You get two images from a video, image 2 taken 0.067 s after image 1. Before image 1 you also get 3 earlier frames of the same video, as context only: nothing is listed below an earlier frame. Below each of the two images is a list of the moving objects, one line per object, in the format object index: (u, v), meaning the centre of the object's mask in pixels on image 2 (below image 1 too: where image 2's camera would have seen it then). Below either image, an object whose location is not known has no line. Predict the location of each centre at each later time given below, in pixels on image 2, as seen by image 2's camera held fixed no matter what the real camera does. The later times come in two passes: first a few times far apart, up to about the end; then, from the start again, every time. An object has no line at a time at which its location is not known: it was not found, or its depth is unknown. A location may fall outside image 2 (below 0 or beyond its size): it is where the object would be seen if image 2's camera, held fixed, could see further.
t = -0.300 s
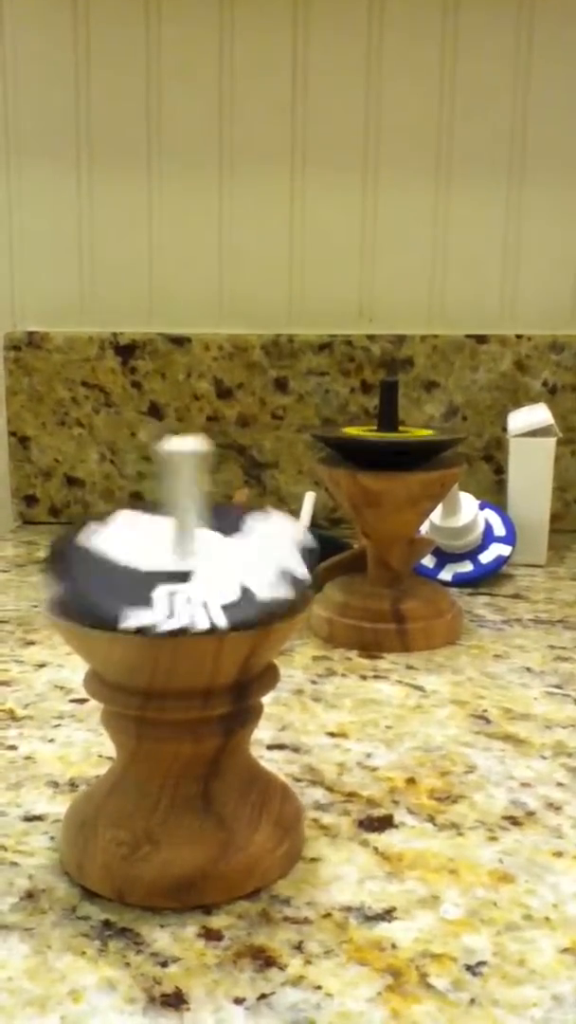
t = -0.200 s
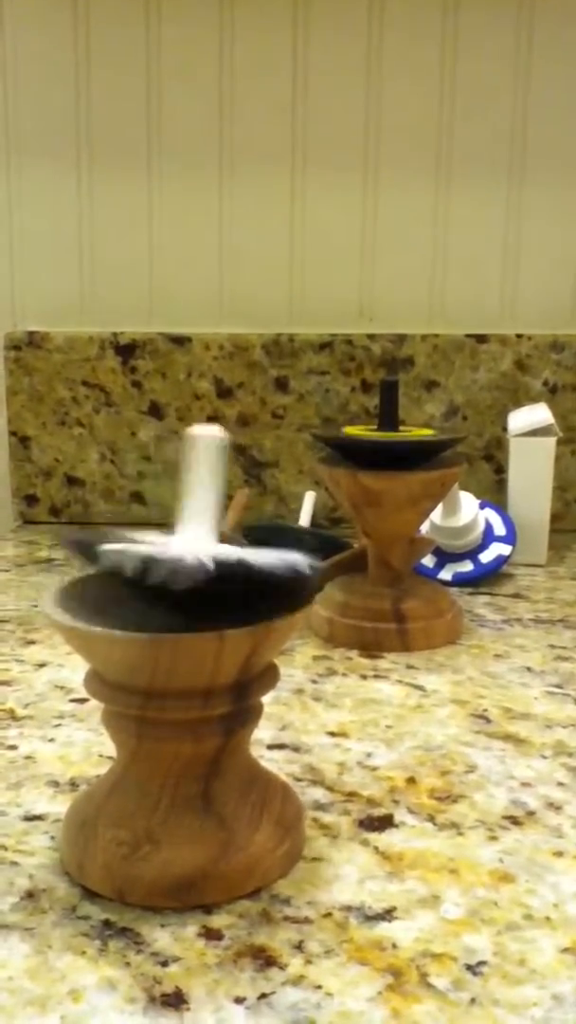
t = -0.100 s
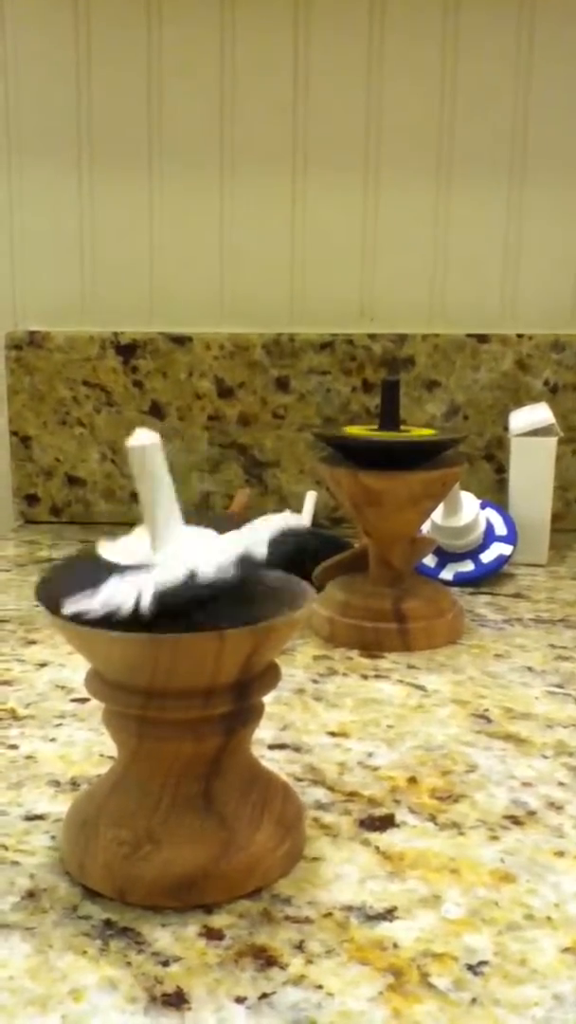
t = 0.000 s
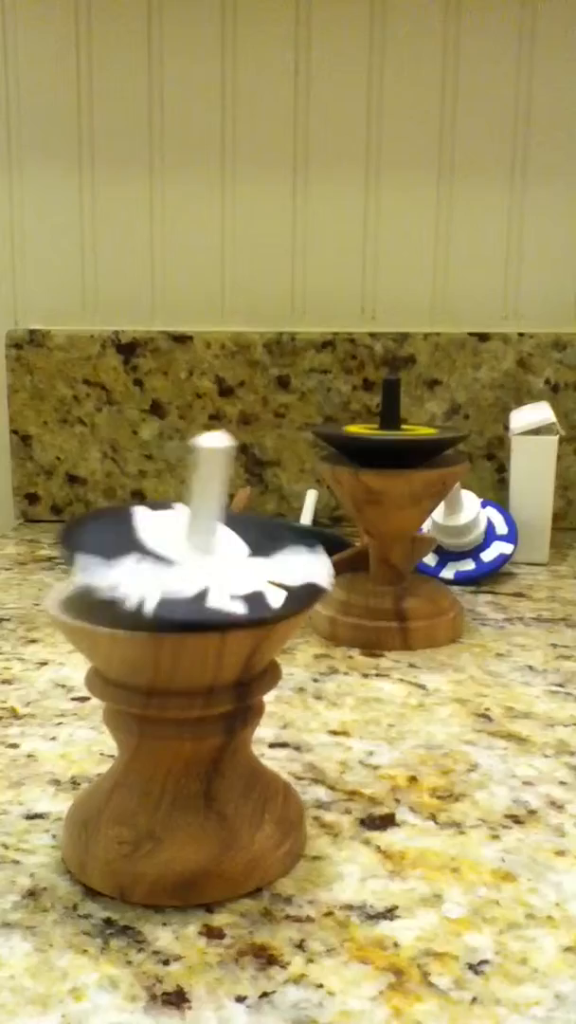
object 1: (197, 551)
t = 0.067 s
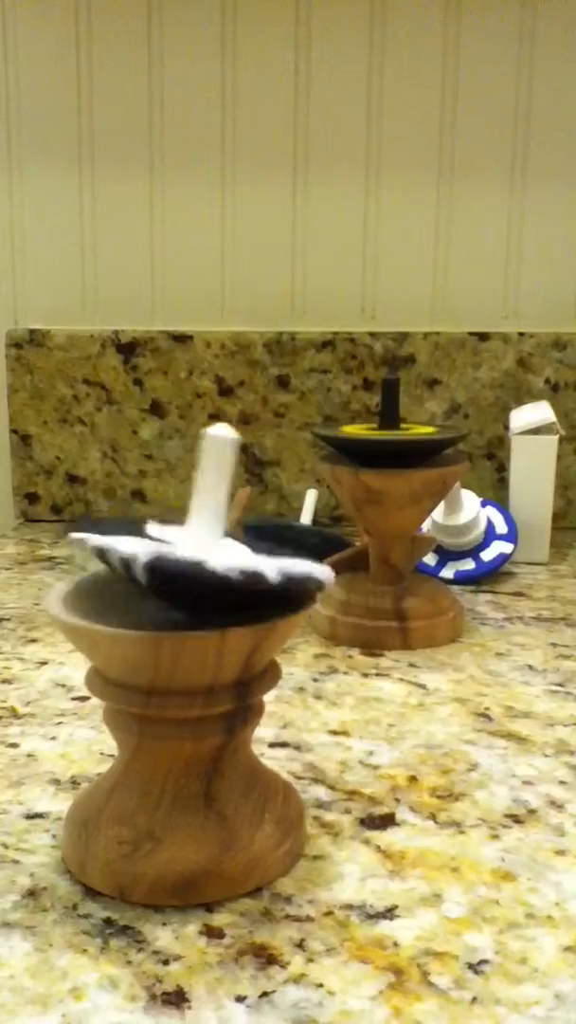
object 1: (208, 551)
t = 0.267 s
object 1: (177, 551)
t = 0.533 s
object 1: (186, 543)
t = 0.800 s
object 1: (195, 548)
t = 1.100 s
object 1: (195, 546)
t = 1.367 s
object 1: (171, 544)
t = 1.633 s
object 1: (200, 545)
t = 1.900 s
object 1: (185, 547)
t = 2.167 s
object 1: (177, 524)
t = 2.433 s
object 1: (172, 544)
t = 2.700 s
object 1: (193, 547)
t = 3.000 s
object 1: (176, 536)
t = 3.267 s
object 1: (171, 542)
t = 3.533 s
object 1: (187, 548)
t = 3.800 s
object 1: (175, 542)
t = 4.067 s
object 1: (172, 540)
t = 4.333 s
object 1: (185, 546)
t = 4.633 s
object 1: (176, 542)
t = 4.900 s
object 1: (176, 543)
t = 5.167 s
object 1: (183, 546)
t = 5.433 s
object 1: (177, 543)
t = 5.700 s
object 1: (179, 544)
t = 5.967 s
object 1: (181, 545)
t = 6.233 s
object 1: (178, 543)
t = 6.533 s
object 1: (179, 544)
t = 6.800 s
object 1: (178, 544)
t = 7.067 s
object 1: (178, 544)
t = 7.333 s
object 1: (178, 544)
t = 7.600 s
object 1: (178, 544)
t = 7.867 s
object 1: (178, 544)
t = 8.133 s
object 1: (178, 544)
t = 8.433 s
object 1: (178, 544)
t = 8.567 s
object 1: (178, 545)
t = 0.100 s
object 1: (207, 550)
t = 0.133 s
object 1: (195, 546)
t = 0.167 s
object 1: (180, 553)
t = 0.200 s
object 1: (162, 547)
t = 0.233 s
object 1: (164, 548)
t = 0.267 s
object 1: (177, 551)
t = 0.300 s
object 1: (186, 551)
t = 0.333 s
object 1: (194, 550)
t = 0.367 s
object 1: (203, 548)
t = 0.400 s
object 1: (204, 545)
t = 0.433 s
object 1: (202, 545)
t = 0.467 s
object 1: (196, 542)
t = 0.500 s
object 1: (192, 544)
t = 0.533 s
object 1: (186, 543)
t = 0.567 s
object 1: (178, 545)
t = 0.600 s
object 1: (169, 526)
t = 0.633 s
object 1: (163, 546)
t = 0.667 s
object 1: (171, 545)
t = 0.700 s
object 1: (177, 547)
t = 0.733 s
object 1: (184, 548)
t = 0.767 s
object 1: (189, 547)
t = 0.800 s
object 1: (195, 548)
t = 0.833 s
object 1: (198, 547)
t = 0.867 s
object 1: (200, 547)
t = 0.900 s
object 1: (199, 546)
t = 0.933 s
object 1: (207, 526)
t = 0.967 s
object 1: (209, 524)
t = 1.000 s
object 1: (212, 521)
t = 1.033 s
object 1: (213, 520)
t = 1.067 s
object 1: (214, 520)
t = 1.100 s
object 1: (195, 546)
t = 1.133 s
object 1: (190, 545)
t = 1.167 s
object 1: (189, 547)
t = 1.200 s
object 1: (193, 517)
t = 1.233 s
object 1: (180, 517)
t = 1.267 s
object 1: (171, 521)
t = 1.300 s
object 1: (170, 524)
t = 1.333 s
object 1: (171, 531)
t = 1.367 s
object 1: (171, 544)
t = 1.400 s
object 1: (175, 546)
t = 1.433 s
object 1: (181, 546)
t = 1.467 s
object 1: (186, 548)
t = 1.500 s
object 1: (191, 548)
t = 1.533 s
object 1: (196, 547)
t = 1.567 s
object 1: (199, 546)
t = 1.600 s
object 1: (198, 547)
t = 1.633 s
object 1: (200, 545)
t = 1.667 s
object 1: (200, 545)
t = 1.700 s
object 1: (198, 546)
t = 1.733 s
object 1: (199, 545)
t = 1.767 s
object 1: (198, 546)
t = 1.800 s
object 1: (195, 547)
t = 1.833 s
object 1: (192, 549)
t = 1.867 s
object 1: (188, 549)
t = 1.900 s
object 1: (185, 547)
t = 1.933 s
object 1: (178, 545)
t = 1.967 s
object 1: (175, 543)
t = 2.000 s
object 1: (174, 533)
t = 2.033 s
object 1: (174, 530)
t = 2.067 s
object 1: (175, 527)
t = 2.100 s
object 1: (175, 525)
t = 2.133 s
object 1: (176, 523)
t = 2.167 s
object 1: (177, 524)
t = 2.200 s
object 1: (177, 523)
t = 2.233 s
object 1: (176, 523)
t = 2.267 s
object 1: (175, 526)
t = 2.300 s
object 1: (172, 526)
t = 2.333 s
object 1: (171, 529)
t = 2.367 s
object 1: (172, 532)
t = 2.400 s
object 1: (171, 536)
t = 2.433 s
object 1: (172, 544)
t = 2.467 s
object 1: (175, 546)
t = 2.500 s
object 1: (180, 546)
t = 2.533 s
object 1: (183, 547)
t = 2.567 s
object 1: (186, 547)
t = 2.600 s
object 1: (189, 548)
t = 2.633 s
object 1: (193, 548)
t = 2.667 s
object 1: (192, 547)
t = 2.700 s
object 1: (193, 547)
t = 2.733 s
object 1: (193, 547)
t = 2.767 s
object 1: (191, 548)
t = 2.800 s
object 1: (190, 548)
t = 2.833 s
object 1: (188, 548)
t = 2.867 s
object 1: (185, 547)
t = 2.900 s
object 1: (180, 545)
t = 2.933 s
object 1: (177, 544)
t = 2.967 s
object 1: (175, 542)
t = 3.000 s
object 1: (176, 536)
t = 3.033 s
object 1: (174, 534)
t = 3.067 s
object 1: (174, 532)
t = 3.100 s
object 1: (174, 531)
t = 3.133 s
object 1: (173, 531)
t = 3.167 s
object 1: (173, 532)
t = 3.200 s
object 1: (172, 533)
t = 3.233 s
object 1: (173, 535)
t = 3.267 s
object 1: (171, 542)
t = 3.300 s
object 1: (173, 543)
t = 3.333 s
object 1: (175, 545)
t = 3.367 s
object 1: (177, 545)
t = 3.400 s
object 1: (181, 546)
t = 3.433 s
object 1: (185, 547)
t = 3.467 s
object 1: (186, 547)
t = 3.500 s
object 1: (187, 548)
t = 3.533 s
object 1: (187, 548)
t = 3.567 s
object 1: (188, 548)
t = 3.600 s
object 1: (188, 548)
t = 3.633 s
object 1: (187, 548)
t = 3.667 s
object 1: (184, 547)
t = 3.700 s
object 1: (182, 546)
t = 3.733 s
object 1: (180, 545)
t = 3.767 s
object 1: (178, 544)
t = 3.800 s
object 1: (175, 542)
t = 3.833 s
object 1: (174, 540)
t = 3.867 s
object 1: (173, 539)
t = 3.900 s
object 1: (172, 538)
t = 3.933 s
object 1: (172, 537)
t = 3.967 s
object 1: (172, 537)
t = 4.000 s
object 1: (171, 538)
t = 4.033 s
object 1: (171, 539)
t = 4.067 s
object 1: (172, 540)
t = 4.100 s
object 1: (173, 542)
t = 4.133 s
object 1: (174, 543)
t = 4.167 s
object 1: (176, 544)
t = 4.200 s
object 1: (179, 545)
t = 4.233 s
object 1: (181, 545)
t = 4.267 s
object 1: (183, 546)
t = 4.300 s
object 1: (184, 547)
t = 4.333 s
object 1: (185, 546)
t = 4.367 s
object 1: (186, 547)
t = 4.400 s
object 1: (186, 547)
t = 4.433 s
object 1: (185, 547)
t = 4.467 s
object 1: (183, 547)
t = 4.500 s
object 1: (182, 546)
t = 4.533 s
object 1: (180, 545)
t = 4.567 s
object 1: (179, 544)
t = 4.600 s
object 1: (177, 543)
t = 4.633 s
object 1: (176, 542)
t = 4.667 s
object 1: (175, 541)
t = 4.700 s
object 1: (174, 541)
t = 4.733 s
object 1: (174, 540)
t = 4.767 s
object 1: (174, 540)
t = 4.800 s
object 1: (174, 541)
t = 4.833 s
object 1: (174, 542)
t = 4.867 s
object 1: (174, 543)
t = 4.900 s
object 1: (176, 543)
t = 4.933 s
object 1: (177, 544)
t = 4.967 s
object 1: (177, 544)
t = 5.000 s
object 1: (179, 545)
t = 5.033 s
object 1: (180, 545)
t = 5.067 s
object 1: (182, 546)
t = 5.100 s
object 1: (182, 546)
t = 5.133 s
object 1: (183, 546)
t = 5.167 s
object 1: (183, 546)
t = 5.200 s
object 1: (183, 546)
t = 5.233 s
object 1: (182, 546)
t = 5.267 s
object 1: (181, 546)
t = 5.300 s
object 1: (180, 545)
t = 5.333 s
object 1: (180, 545)
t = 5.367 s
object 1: (178, 544)
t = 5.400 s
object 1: (178, 544)
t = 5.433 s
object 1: (177, 543)
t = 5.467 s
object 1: (176, 543)
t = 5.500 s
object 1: (176, 543)
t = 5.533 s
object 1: (176, 543)
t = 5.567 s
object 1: (176, 543)
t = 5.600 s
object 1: (176, 543)
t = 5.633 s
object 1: (177, 543)
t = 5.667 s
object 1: (178, 544)
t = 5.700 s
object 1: (179, 544)
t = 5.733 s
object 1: (179, 544)
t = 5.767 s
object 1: (180, 545)
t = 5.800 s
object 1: (180, 545)
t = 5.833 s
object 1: (181, 545)
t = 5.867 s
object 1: (181, 545)
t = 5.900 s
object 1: (181, 545)
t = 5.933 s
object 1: (181, 545)
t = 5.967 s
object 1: (181, 545)
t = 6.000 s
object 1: (181, 544)
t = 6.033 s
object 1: (181, 543)
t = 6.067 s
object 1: (181, 544)
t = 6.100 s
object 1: (180, 544)
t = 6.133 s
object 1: (179, 543)
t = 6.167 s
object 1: (179, 543)
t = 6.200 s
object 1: (179, 543)
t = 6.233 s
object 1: (178, 543)
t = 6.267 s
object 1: (178, 544)
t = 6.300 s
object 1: (178, 544)
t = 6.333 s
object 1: (179, 544)
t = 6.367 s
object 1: (179, 544)
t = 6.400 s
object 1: (179, 544)
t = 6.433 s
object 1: (179, 544)
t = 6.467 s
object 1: (178, 543)
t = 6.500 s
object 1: (178, 543)
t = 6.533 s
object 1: (179, 544)
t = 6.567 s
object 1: (179, 544)
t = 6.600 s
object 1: (179, 544)
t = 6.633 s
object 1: (179, 544)
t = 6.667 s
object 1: (179, 544)
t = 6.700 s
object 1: (178, 544)
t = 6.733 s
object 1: (178, 544)
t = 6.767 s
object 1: (179, 544)
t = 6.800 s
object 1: (178, 544)
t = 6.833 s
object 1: (178, 544)
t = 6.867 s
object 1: (179, 544)
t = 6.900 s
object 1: (179, 544)
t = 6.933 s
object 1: (178, 544)
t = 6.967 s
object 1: (179, 544)
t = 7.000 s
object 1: (178, 544)
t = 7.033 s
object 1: (178, 544)
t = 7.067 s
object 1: (178, 544)
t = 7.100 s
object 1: (178, 544)
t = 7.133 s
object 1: (179, 544)
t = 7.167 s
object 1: (179, 544)
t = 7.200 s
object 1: (179, 544)
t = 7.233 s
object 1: (179, 544)
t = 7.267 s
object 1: (179, 544)
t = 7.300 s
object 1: (179, 544)
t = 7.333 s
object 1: (178, 544)
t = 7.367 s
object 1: (178, 544)
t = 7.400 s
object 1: (179, 544)
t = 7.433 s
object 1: (178, 544)
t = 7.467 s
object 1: (179, 544)
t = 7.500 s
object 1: (178, 544)
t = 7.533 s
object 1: (178, 544)
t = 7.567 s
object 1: (178, 544)
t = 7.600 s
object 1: (178, 544)
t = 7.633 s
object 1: (178, 544)
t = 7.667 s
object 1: (178, 544)
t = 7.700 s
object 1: (178, 544)
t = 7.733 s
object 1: (178, 544)
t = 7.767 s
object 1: (179, 544)
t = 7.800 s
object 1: (178, 544)
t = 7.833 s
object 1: (178, 544)
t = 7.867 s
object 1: (178, 544)
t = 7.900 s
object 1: (178, 544)
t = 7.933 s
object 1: (178, 544)
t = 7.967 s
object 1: (178, 544)
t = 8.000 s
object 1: (179, 544)
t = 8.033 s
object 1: (178, 544)
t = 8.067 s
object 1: (178, 544)
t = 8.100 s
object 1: (178, 544)
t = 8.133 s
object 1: (178, 544)
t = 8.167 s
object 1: (178, 544)
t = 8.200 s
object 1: (178, 544)
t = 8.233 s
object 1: (178, 544)
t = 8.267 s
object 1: (178, 544)
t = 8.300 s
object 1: (178, 544)
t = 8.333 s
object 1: (178, 544)
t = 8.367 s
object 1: (178, 544)
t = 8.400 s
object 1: (178, 544)
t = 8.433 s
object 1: (178, 544)
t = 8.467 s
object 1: (178, 544)
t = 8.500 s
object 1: (178, 544)
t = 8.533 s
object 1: (178, 545)
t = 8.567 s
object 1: (178, 545)
